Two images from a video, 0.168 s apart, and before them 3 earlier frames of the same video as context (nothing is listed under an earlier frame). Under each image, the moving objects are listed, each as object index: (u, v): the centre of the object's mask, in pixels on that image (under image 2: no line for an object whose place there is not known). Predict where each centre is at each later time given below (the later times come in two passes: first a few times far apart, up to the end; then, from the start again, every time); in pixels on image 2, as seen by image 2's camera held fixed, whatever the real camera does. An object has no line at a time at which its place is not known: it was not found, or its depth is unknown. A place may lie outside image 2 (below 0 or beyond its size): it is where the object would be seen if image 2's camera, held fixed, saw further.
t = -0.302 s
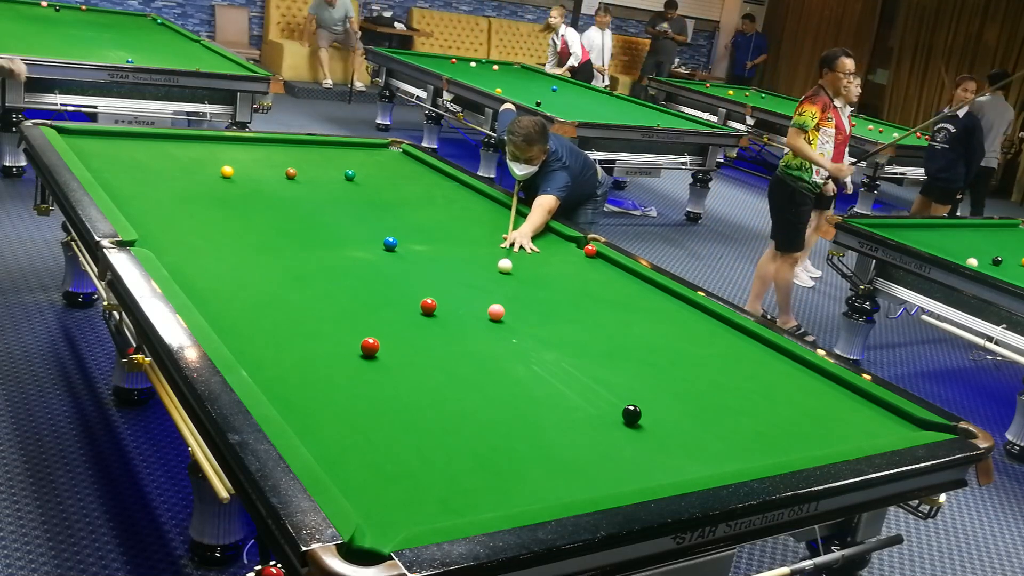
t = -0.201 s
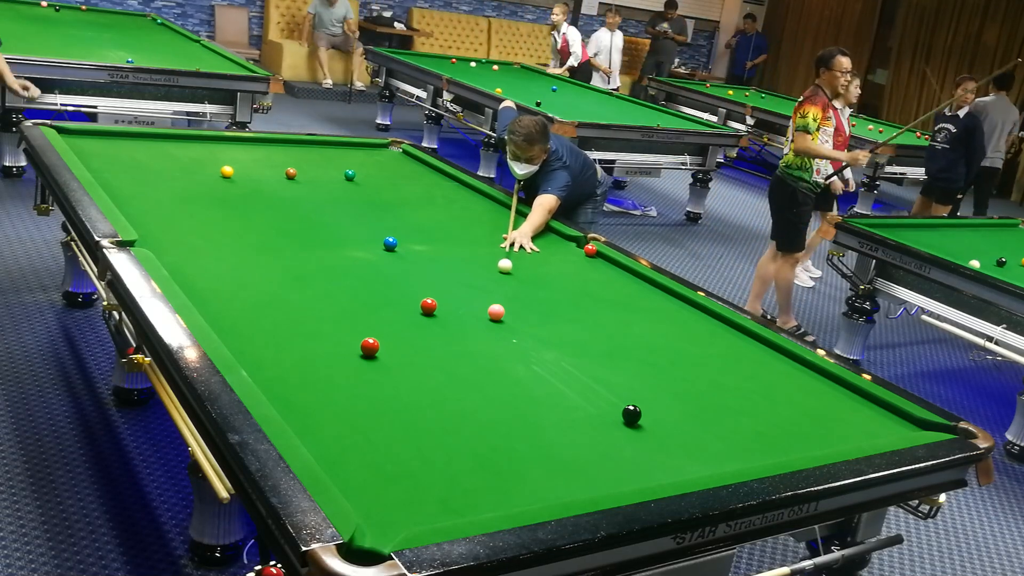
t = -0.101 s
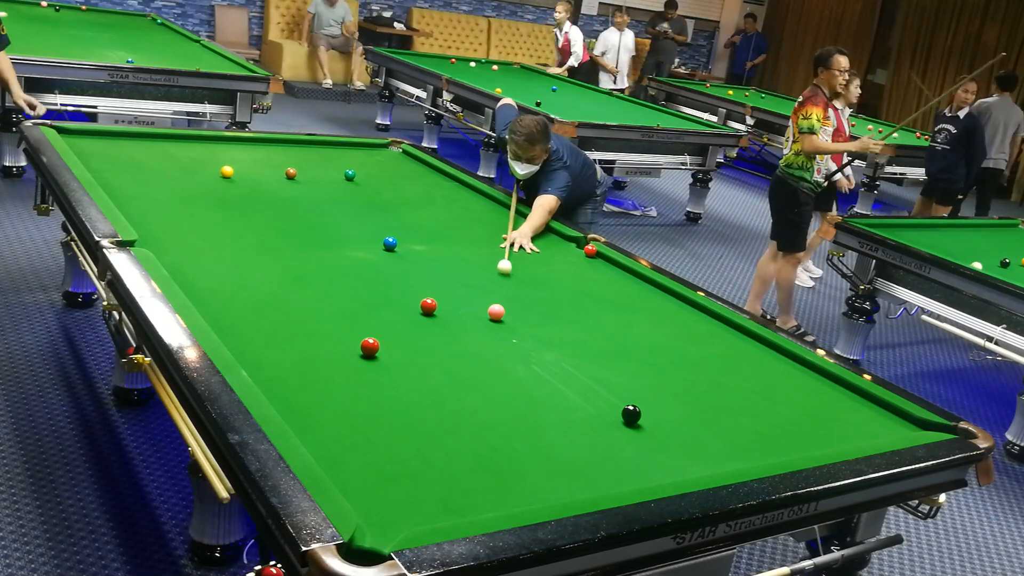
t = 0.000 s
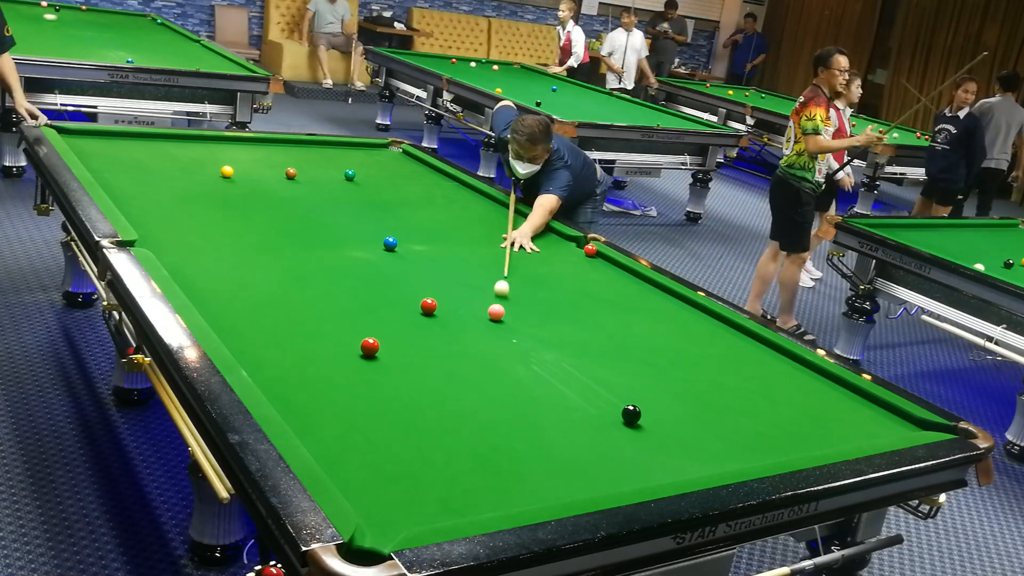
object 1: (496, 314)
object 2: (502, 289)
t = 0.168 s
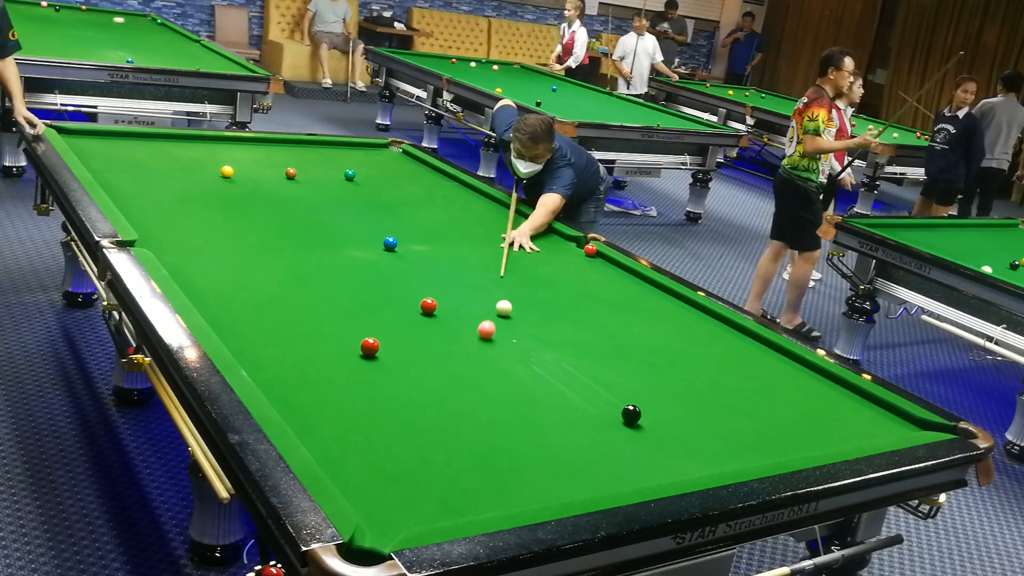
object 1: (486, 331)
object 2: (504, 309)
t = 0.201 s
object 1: (482, 337)
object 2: (505, 308)
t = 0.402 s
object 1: (460, 379)
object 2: (514, 309)
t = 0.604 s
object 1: (432, 430)
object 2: (522, 310)
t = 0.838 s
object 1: (391, 508)
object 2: (530, 311)
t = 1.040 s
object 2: (536, 311)
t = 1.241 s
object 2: (539, 311)
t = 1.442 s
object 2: (542, 311)
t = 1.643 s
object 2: (543, 311)
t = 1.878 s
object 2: (543, 311)
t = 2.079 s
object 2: (543, 311)
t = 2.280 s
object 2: (543, 311)
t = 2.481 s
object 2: (543, 311)
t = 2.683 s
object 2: (543, 311)
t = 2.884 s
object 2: (543, 311)
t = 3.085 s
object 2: (543, 311)
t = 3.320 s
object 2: (543, 311)
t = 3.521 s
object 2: (543, 311)
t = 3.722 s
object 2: (543, 311)
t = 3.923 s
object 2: (543, 311)
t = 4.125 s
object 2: (543, 311)
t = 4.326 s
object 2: (543, 311)
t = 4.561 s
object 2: (543, 311)
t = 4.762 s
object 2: (543, 311)
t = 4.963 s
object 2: (543, 311)
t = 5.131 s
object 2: (543, 311)
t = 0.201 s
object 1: (482, 337)
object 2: (505, 308)
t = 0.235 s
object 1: (479, 343)
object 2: (507, 308)
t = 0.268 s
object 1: (475, 350)
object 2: (508, 308)
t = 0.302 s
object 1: (471, 357)
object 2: (510, 309)
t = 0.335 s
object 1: (467, 365)
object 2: (511, 309)
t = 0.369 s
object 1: (464, 372)
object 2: (513, 309)
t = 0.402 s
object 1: (460, 379)
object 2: (514, 309)
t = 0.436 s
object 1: (455, 386)
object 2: (516, 309)
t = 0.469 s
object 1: (451, 395)
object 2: (517, 309)
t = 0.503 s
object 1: (447, 403)
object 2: (519, 309)
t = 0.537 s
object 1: (442, 412)
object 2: (520, 309)
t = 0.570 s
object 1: (437, 421)
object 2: (521, 310)
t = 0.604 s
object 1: (432, 430)
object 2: (522, 310)
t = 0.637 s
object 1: (427, 440)
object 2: (524, 310)
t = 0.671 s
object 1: (422, 450)
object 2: (525, 310)
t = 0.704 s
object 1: (416, 461)
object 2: (526, 310)
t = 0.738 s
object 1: (410, 472)
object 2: (527, 310)
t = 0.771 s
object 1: (404, 483)
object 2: (528, 310)
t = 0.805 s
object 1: (398, 495)
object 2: (529, 311)
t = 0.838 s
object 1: (391, 508)
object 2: (530, 311)
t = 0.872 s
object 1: (384, 522)
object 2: (531, 311)
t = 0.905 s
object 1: (377, 535)
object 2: (532, 311)
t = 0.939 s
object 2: (533, 311)
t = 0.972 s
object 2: (534, 311)
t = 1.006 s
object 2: (535, 311)
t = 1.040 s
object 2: (536, 311)
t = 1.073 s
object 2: (536, 311)
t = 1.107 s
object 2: (537, 311)
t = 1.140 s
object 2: (538, 311)
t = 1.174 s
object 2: (538, 311)
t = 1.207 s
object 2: (539, 311)
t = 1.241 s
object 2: (539, 311)
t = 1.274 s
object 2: (540, 311)
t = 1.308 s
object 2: (540, 311)
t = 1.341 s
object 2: (541, 311)
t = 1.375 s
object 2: (541, 311)
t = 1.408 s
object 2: (541, 311)
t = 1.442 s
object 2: (542, 311)
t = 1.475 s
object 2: (542, 311)
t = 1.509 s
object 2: (542, 311)
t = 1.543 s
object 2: (543, 311)
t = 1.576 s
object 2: (543, 311)
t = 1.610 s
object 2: (543, 311)
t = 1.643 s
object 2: (543, 311)
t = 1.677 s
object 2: (543, 311)
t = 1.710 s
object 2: (543, 311)
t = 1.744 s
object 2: (543, 311)
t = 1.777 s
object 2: (543, 311)
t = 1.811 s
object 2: (543, 311)
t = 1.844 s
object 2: (543, 311)
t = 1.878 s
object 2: (543, 311)
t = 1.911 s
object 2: (543, 311)
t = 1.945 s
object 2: (543, 311)
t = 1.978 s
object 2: (543, 311)
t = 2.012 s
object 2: (543, 311)
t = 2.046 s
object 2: (543, 311)
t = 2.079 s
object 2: (543, 311)
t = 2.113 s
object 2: (543, 311)
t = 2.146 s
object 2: (543, 311)
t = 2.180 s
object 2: (543, 311)
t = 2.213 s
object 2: (543, 311)
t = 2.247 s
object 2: (543, 311)
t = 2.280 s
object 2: (543, 311)
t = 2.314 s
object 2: (543, 311)
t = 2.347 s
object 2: (543, 311)
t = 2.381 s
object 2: (543, 311)
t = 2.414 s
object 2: (543, 311)
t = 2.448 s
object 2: (543, 311)
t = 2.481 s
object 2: (543, 311)
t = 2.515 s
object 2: (543, 311)
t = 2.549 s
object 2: (543, 311)
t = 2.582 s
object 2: (543, 311)
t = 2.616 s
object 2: (543, 311)
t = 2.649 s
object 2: (543, 311)
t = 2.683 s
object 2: (543, 311)
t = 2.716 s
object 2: (543, 311)
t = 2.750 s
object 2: (543, 311)
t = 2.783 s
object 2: (543, 311)
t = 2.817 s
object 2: (543, 311)
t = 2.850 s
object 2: (543, 311)
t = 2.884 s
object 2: (543, 311)
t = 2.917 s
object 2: (543, 311)
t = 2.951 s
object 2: (543, 311)
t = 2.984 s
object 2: (543, 311)
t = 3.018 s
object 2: (543, 311)
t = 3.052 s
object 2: (543, 311)
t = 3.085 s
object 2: (543, 311)
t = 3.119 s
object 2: (543, 311)
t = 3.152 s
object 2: (543, 311)
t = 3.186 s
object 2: (543, 311)
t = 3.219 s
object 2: (543, 311)
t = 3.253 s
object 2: (543, 311)
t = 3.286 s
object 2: (543, 311)
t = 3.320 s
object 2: (543, 311)
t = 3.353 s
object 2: (543, 311)
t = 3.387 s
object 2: (543, 311)
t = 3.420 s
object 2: (543, 311)
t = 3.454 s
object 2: (543, 311)
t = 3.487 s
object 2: (543, 311)
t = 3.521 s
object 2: (543, 311)
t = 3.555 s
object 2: (543, 311)
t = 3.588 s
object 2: (543, 311)
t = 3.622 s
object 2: (543, 311)
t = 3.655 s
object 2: (543, 311)
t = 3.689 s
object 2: (543, 311)
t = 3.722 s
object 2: (543, 311)
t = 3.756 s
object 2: (543, 311)
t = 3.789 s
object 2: (543, 311)
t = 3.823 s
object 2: (543, 311)
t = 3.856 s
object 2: (543, 311)
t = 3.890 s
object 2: (543, 311)
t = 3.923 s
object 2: (543, 311)
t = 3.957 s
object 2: (543, 311)
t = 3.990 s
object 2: (543, 311)
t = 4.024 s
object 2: (543, 311)
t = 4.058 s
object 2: (543, 311)
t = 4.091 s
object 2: (543, 311)
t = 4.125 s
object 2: (543, 311)
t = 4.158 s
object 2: (543, 311)
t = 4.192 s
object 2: (543, 311)
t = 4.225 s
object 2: (543, 311)
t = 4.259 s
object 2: (543, 311)
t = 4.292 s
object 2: (543, 311)
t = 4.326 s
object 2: (543, 311)
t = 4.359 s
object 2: (543, 311)
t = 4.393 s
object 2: (543, 311)
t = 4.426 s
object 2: (543, 311)
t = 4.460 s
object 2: (543, 311)
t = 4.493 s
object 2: (543, 311)
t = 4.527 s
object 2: (543, 311)
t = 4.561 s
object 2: (543, 311)
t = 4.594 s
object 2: (543, 311)
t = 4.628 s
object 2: (543, 311)
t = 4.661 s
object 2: (543, 311)
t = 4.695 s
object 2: (543, 311)
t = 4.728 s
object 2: (543, 311)
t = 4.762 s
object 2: (543, 311)
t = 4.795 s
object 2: (543, 311)
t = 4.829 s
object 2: (543, 311)
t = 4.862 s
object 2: (543, 311)
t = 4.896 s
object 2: (543, 311)
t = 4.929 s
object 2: (543, 311)
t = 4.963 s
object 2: (543, 311)
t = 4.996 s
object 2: (543, 311)
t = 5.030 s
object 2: (543, 311)
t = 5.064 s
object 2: (543, 311)
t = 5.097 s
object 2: (543, 311)
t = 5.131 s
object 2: (543, 311)
